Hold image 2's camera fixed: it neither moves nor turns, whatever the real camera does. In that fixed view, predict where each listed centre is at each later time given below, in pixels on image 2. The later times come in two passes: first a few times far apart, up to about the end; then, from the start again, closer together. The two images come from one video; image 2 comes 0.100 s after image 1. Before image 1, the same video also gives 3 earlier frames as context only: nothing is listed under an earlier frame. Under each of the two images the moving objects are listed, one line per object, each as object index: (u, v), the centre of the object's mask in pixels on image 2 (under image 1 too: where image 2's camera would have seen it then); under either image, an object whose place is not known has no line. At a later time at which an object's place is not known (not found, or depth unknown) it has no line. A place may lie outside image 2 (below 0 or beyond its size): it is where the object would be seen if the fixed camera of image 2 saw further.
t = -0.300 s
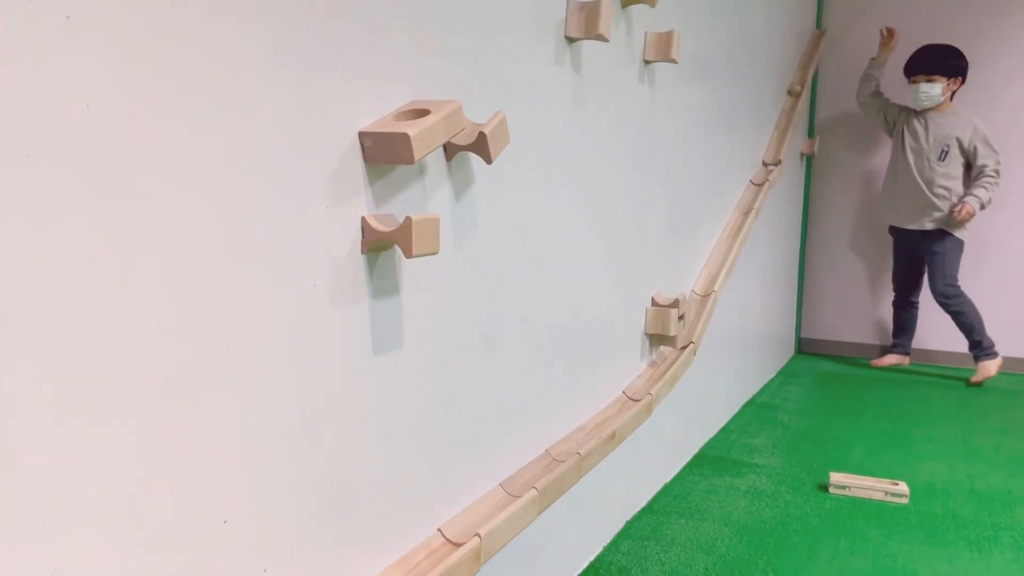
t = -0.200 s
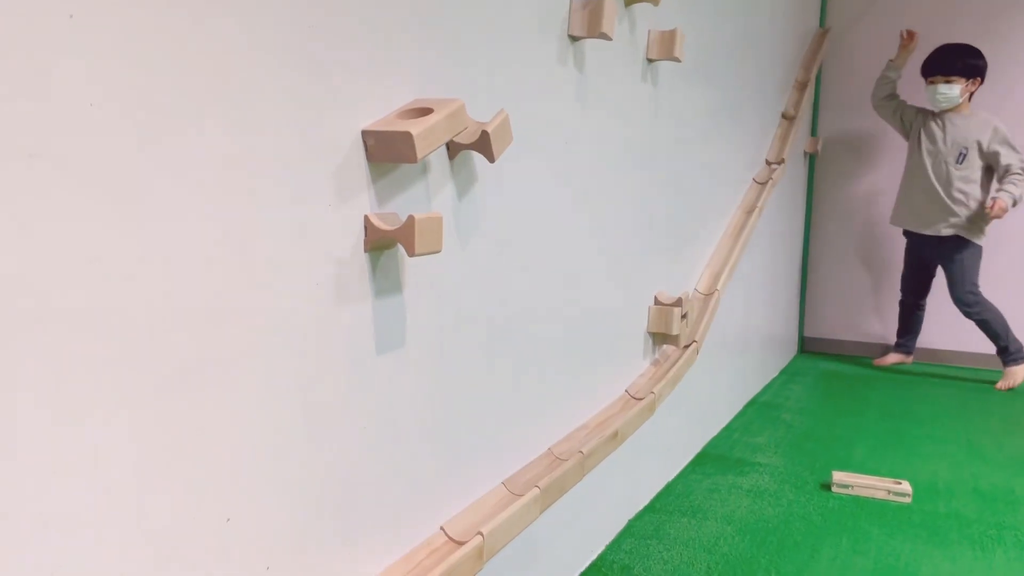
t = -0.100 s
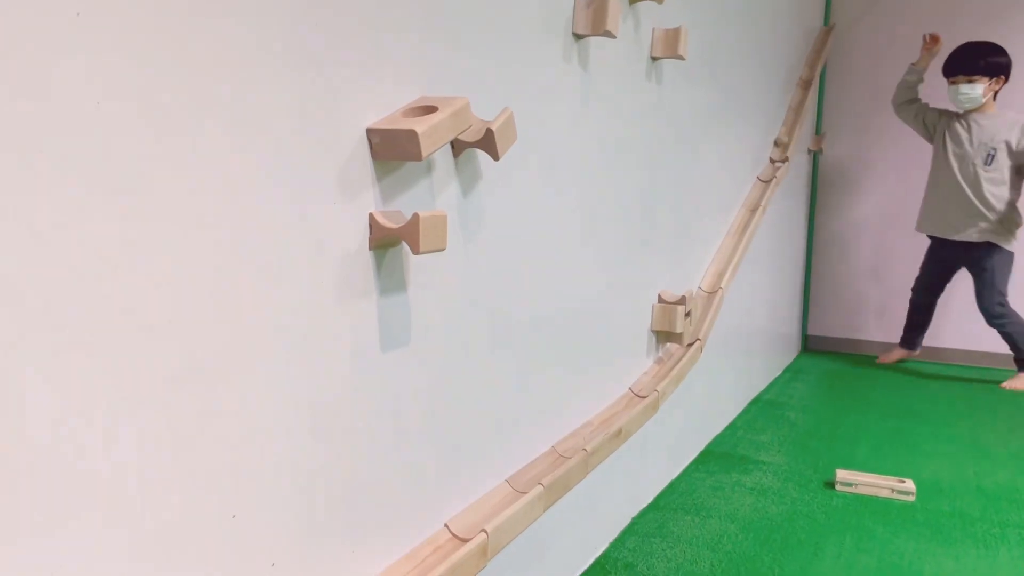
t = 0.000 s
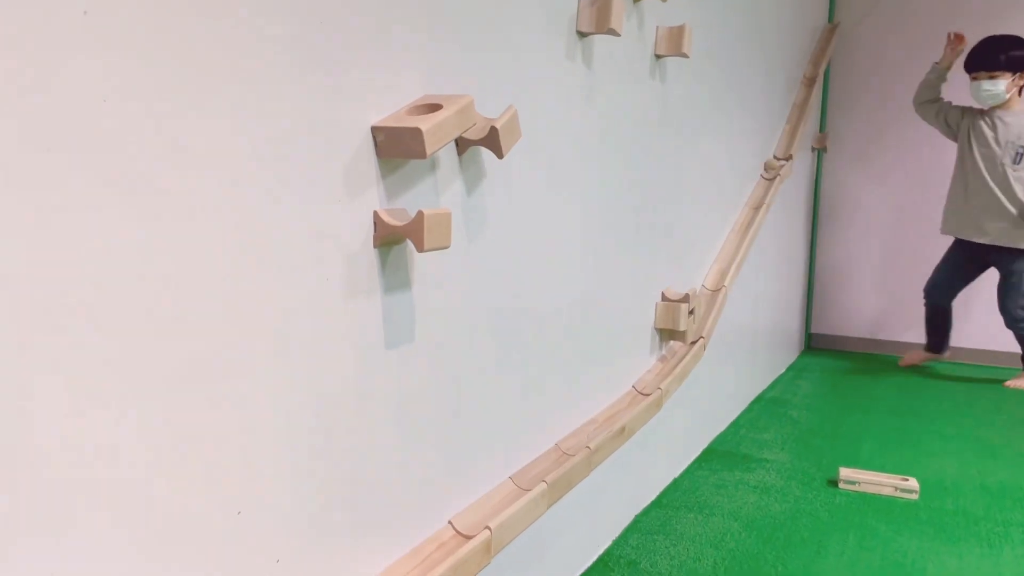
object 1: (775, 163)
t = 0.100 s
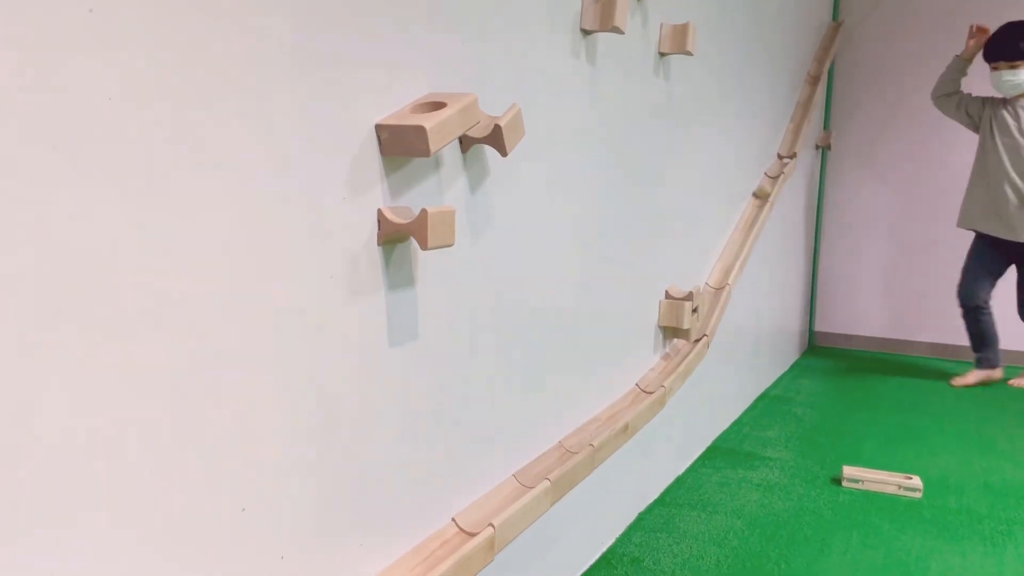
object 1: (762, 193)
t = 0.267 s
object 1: (727, 258)
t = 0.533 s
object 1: (664, 359)
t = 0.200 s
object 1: (741, 228)
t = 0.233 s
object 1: (734, 242)
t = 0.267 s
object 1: (727, 258)
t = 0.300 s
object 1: (716, 265)
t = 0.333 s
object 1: (714, 279)
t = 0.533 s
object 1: (664, 359)
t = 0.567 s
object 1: (656, 374)
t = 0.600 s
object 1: (644, 385)
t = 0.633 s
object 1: (633, 389)
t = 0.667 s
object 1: (626, 397)
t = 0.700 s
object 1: (618, 407)
